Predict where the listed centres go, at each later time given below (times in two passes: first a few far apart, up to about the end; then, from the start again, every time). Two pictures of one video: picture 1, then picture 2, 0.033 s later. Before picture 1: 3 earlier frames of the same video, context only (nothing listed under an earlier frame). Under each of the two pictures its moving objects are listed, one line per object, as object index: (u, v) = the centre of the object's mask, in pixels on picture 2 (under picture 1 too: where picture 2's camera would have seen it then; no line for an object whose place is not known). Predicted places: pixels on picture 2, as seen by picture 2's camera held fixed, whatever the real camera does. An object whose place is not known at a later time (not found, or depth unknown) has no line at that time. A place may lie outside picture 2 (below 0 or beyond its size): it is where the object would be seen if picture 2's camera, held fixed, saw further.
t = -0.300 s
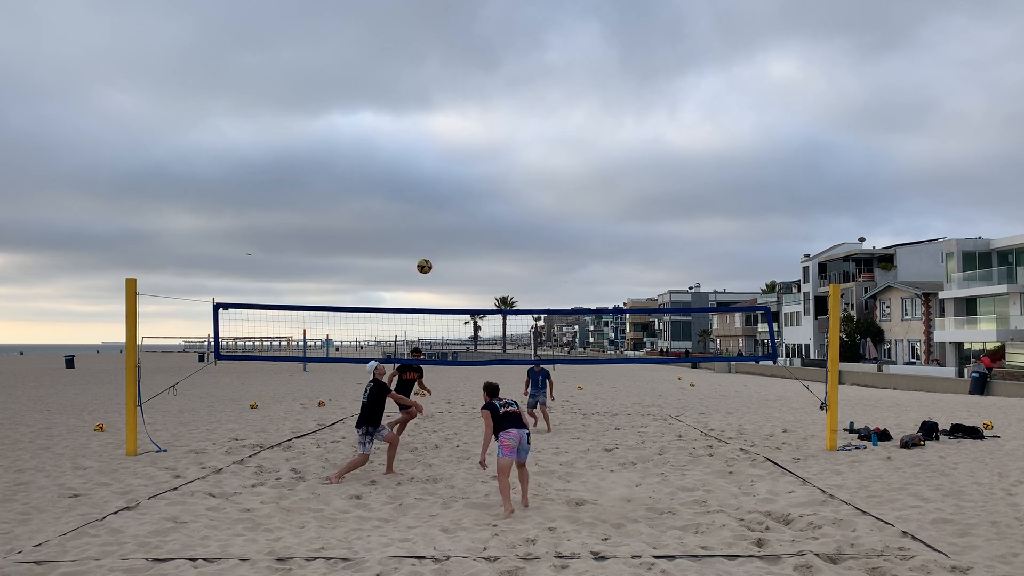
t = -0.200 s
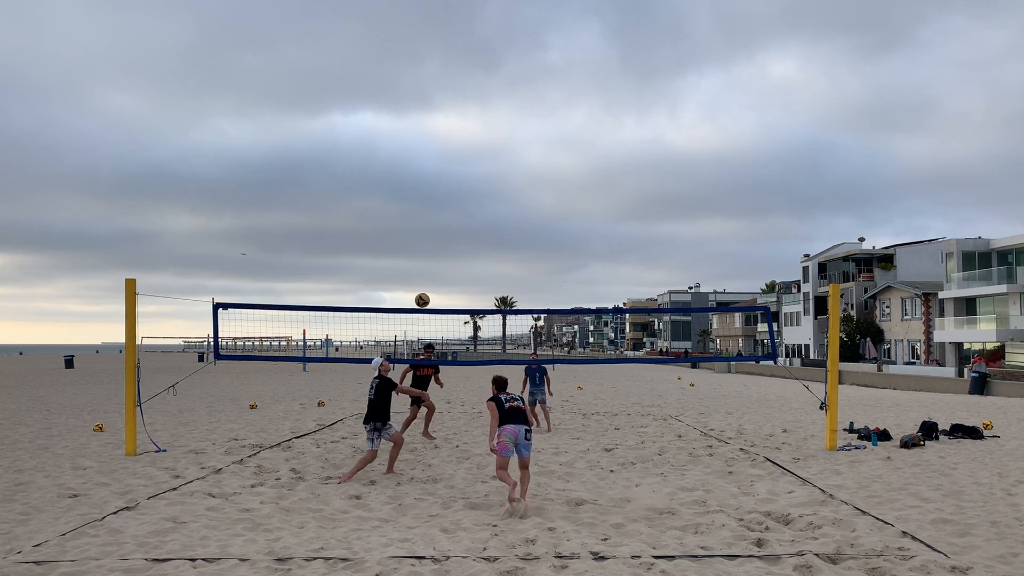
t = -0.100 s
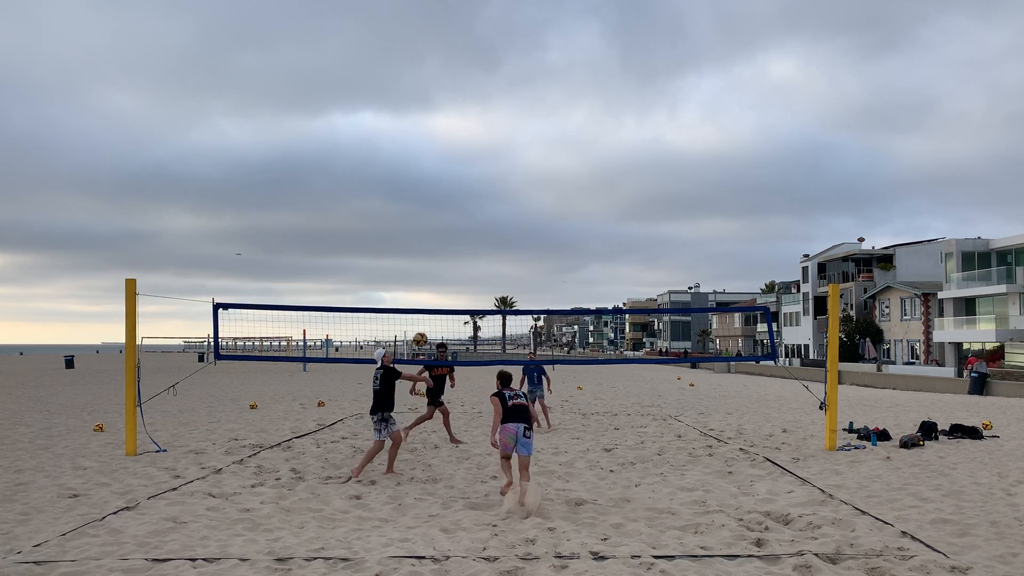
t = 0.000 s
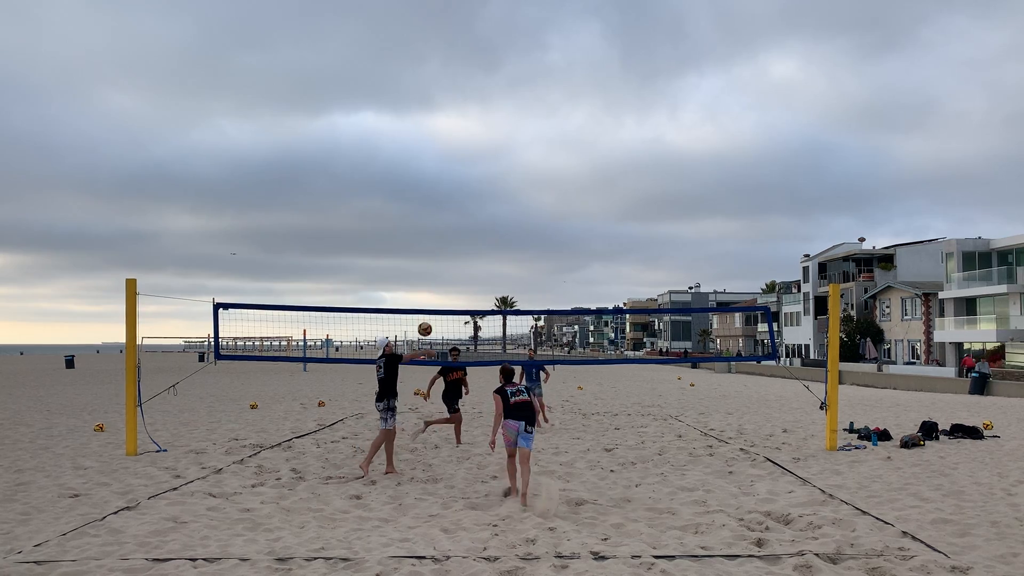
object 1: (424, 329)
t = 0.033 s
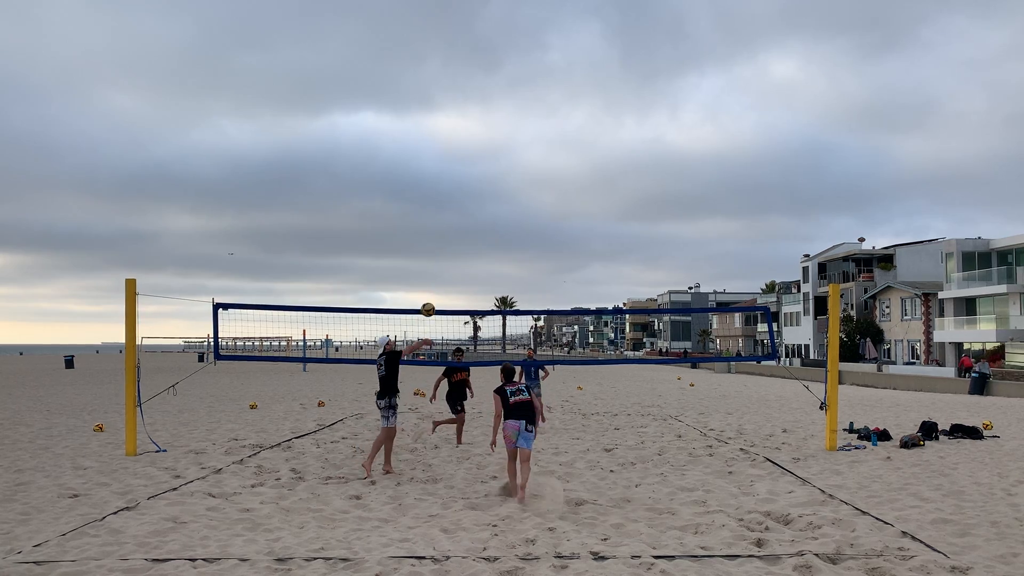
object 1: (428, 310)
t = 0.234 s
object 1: (449, 210)
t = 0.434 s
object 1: (473, 141)
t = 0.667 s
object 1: (504, 95)
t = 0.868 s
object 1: (530, 85)
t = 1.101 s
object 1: (561, 105)
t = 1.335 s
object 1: (592, 158)
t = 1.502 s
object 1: (615, 215)
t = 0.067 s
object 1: (431, 291)
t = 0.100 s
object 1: (435, 273)
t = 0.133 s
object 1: (438, 256)
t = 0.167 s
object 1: (442, 240)
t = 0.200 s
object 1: (445, 224)
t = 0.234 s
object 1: (449, 210)
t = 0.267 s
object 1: (453, 196)
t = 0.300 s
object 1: (457, 184)
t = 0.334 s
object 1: (461, 172)
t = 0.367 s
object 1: (465, 160)
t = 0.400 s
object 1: (469, 150)
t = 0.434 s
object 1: (473, 141)
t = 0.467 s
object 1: (478, 132)
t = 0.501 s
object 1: (482, 124)
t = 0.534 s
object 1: (486, 117)
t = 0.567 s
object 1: (491, 110)
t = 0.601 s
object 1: (495, 104)
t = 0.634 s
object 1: (499, 99)
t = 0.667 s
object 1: (504, 95)
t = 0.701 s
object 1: (508, 92)
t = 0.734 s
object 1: (512, 89)
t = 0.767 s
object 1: (517, 87)
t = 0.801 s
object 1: (521, 85)
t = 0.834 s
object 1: (526, 85)
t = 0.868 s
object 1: (530, 85)
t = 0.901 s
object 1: (534, 86)
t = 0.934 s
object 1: (539, 87)
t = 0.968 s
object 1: (543, 89)
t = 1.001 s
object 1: (548, 92)
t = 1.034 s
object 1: (552, 96)
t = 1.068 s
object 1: (557, 100)
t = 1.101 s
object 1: (561, 105)
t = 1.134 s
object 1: (566, 110)
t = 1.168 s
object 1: (570, 117)
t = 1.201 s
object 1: (574, 124)
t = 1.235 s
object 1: (579, 131)
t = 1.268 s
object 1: (583, 140)
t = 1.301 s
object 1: (588, 148)
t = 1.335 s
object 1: (592, 158)
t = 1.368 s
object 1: (597, 168)
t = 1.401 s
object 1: (601, 179)
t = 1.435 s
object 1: (606, 190)
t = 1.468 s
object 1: (610, 202)
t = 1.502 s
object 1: (615, 215)
